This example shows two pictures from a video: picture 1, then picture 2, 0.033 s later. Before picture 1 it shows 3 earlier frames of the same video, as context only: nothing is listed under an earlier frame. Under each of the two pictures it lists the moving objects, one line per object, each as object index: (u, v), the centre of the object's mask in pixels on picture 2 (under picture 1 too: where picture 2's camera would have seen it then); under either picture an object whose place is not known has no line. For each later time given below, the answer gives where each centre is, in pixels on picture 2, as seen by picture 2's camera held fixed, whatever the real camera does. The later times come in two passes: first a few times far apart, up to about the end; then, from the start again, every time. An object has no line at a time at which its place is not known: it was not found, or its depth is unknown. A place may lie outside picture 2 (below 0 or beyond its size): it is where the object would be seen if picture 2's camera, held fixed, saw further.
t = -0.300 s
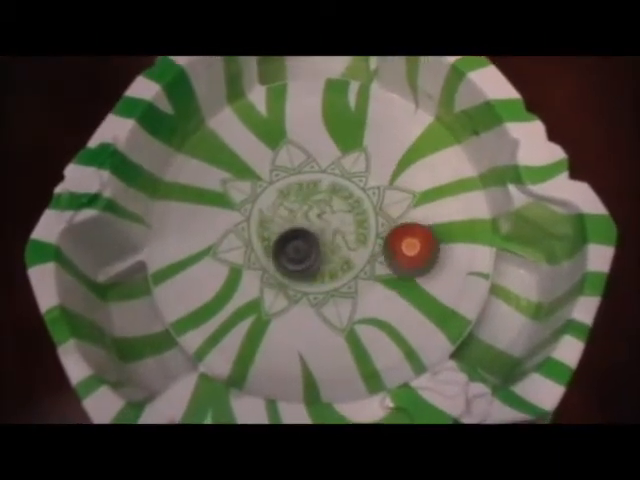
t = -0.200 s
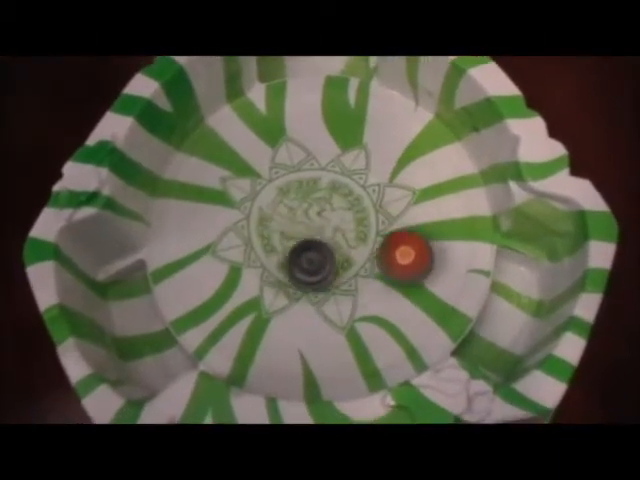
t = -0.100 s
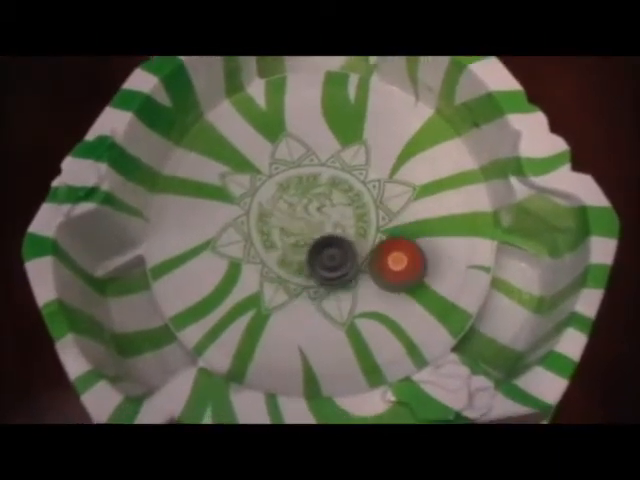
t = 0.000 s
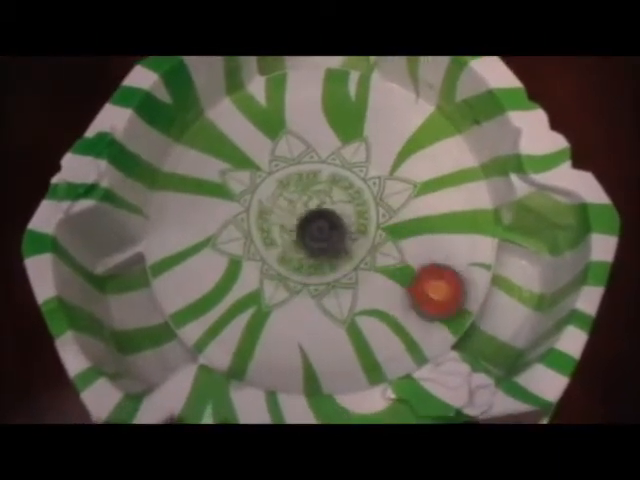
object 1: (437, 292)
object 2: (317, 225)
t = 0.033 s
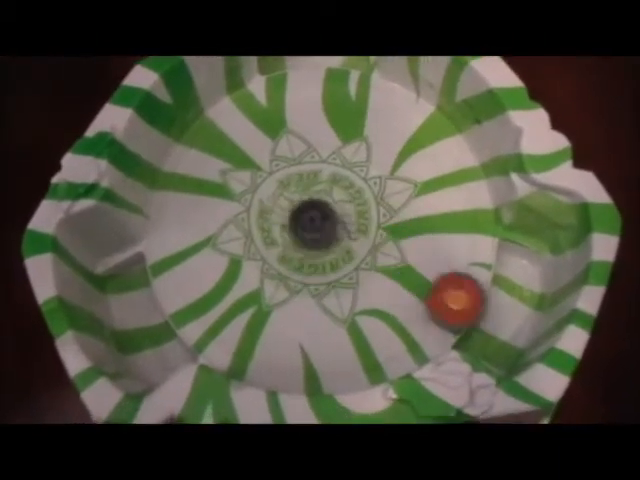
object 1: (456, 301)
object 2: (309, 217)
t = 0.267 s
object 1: (472, 304)
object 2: (272, 202)
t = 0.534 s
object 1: (457, 319)
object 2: (284, 235)
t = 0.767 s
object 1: (439, 314)
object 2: (308, 231)
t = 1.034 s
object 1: (401, 286)
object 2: (312, 192)
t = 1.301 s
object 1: (361, 283)
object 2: (292, 181)
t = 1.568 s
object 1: (346, 246)
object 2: (285, 203)
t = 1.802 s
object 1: (370, 243)
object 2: (263, 190)
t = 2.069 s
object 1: (374, 212)
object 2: (264, 209)
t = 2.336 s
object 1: (363, 158)
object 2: (288, 228)
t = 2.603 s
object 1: (326, 151)
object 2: (314, 223)
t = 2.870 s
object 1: (272, 153)
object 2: (345, 218)
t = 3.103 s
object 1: (269, 147)
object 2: (349, 192)
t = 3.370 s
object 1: (270, 147)
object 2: (318, 187)
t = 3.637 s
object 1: (282, 149)
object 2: (310, 220)
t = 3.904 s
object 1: (285, 203)
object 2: (336, 239)
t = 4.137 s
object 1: (257, 218)
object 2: (384, 207)
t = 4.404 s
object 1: (267, 246)
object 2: (344, 172)
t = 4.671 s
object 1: (313, 268)
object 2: (305, 206)
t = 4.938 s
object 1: (378, 295)
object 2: (280, 209)
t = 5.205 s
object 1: (403, 313)
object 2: (282, 231)
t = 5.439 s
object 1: (411, 312)
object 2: (305, 239)
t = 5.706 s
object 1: (408, 299)
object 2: (311, 210)
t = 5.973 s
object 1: (388, 292)
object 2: (297, 192)
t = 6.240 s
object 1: (358, 291)
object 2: (288, 202)
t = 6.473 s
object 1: (346, 259)
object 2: (304, 210)
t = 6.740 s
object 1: (374, 289)
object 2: (275, 171)
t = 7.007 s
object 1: (358, 280)
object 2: (286, 213)
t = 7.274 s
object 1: (410, 293)
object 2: (287, 163)
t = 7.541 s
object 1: (422, 296)
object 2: (275, 184)
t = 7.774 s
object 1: (416, 291)
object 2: (303, 200)
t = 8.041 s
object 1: (394, 283)
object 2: (338, 180)
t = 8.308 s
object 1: (370, 277)
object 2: (327, 176)
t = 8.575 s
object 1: (353, 242)
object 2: (332, 183)
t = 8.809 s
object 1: (334, 302)
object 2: (303, 144)
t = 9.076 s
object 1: (320, 311)
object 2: (286, 204)
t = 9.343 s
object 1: (303, 308)
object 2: (330, 228)
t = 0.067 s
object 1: (468, 308)
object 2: (300, 210)
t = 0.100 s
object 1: (471, 306)
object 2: (292, 203)
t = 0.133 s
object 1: (471, 305)
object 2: (286, 200)
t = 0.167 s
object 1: (472, 304)
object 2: (282, 199)
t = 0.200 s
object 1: (472, 304)
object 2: (277, 198)
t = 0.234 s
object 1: (472, 304)
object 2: (275, 200)
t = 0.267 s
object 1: (472, 304)
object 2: (272, 202)
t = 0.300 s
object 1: (472, 304)
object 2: (272, 205)
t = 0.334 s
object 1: (471, 305)
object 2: (271, 210)
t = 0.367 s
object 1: (470, 306)
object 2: (273, 214)
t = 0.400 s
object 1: (468, 309)
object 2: (274, 219)
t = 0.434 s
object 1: (465, 311)
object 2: (275, 224)
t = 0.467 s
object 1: (463, 314)
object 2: (278, 228)
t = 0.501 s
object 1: (460, 316)
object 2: (281, 233)
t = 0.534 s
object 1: (457, 319)
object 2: (284, 235)
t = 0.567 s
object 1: (454, 321)
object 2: (288, 238)
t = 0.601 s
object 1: (453, 321)
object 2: (292, 238)
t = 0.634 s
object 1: (451, 318)
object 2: (294, 239)
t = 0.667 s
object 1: (449, 317)
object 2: (298, 240)
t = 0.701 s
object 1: (446, 317)
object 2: (302, 239)
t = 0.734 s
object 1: (443, 317)
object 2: (304, 237)
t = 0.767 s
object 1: (439, 314)
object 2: (308, 231)
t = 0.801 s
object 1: (433, 308)
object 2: (310, 227)
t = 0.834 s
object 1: (429, 302)
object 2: (311, 222)
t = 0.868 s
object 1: (425, 297)
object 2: (313, 217)
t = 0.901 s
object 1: (420, 293)
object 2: (313, 212)
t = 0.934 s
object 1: (416, 290)
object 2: (313, 206)
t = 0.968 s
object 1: (411, 288)
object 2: (313, 202)
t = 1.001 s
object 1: (406, 287)
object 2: (313, 197)
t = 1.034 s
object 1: (401, 286)
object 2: (312, 192)
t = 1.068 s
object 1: (397, 285)
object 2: (311, 188)
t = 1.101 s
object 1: (392, 285)
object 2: (309, 184)
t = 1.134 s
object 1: (386, 285)
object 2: (307, 181)
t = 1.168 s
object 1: (379, 285)
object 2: (304, 178)
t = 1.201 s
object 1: (375, 286)
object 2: (301, 178)
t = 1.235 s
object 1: (370, 286)
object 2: (298, 178)
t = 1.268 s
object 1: (365, 285)
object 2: (295, 179)
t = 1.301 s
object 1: (361, 283)
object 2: (292, 181)
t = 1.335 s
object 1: (356, 279)
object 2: (289, 185)
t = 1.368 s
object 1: (352, 276)
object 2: (287, 189)
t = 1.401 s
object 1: (349, 270)
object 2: (285, 193)
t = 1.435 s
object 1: (347, 262)
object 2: (284, 197)
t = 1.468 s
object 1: (345, 256)
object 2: (285, 201)
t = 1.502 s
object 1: (342, 249)
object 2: (287, 204)
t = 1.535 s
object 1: (341, 245)
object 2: (288, 206)
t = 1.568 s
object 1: (346, 246)
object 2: (285, 203)
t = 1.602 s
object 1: (349, 246)
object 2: (283, 201)
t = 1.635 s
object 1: (349, 244)
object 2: (282, 200)
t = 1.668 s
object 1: (348, 241)
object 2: (282, 200)
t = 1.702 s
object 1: (346, 236)
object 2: (283, 200)
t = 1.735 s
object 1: (341, 233)
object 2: (284, 202)
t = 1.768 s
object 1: (354, 237)
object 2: (276, 196)
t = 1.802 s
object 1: (370, 243)
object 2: (263, 190)
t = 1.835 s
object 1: (381, 247)
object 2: (256, 187)
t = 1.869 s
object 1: (387, 247)
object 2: (251, 186)
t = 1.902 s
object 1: (389, 244)
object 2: (249, 187)
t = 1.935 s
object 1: (387, 239)
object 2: (250, 189)
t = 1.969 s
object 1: (385, 230)
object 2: (251, 194)
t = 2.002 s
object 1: (382, 224)
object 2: (254, 199)
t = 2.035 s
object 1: (379, 218)
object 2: (259, 203)
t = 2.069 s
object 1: (374, 212)
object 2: (264, 209)
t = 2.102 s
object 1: (370, 207)
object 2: (270, 214)
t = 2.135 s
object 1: (365, 203)
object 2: (277, 218)
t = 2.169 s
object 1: (359, 198)
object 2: (284, 220)
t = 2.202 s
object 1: (354, 194)
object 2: (292, 221)
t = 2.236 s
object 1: (349, 190)
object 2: (297, 220)
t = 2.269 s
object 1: (349, 184)
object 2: (298, 220)
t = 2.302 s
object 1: (357, 169)
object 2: (291, 226)
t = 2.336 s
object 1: (363, 158)
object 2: (288, 228)
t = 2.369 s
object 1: (365, 152)
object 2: (287, 230)
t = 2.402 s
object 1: (362, 148)
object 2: (289, 231)
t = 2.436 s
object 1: (358, 146)
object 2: (292, 232)
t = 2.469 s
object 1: (353, 144)
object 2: (296, 232)
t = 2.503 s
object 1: (348, 144)
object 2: (301, 230)
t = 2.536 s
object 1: (342, 145)
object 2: (306, 228)
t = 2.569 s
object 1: (334, 147)
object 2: (310, 226)
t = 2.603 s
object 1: (326, 151)
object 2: (314, 223)
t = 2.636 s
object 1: (320, 155)
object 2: (318, 218)
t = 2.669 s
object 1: (313, 159)
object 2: (320, 214)
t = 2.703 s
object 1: (307, 164)
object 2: (322, 211)
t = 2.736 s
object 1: (302, 168)
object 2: (325, 207)
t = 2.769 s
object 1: (292, 159)
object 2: (331, 212)
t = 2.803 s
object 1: (283, 153)
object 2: (338, 215)
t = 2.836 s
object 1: (277, 153)
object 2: (342, 218)
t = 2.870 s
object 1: (272, 153)
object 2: (345, 218)
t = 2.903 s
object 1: (270, 153)
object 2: (348, 217)
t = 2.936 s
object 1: (269, 153)
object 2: (350, 214)
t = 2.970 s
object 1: (268, 151)
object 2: (352, 210)
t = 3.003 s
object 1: (268, 149)
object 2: (353, 206)
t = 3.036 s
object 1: (268, 148)
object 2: (353, 201)
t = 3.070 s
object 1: (269, 148)
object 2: (351, 196)
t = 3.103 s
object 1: (269, 147)
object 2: (349, 192)
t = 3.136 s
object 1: (269, 146)
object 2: (347, 188)
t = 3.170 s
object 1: (269, 146)
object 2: (344, 186)
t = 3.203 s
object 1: (269, 146)
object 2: (340, 183)
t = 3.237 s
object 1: (269, 146)
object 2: (335, 182)
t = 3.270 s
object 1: (269, 147)
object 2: (331, 181)
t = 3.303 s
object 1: (270, 147)
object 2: (326, 181)
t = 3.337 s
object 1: (270, 147)
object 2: (322, 184)
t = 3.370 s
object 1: (270, 147)
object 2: (318, 187)
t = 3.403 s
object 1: (271, 147)
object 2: (316, 189)
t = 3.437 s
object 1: (273, 148)
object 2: (314, 193)
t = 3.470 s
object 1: (274, 148)
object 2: (312, 198)
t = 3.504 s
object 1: (277, 148)
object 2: (311, 202)
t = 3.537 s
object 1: (279, 147)
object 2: (311, 207)
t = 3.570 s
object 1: (281, 147)
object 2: (310, 212)
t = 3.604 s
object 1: (282, 147)
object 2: (310, 216)
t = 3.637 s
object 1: (282, 149)
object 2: (310, 220)
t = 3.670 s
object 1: (282, 154)
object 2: (311, 225)
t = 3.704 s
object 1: (280, 161)
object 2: (313, 229)
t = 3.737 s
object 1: (280, 169)
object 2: (316, 233)
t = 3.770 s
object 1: (280, 177)
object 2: (319, 235)
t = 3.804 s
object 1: (280, 184)
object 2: (324, 237)
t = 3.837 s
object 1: (281, 191)
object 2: (328, 239)
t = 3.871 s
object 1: (283, 197)
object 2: (333, 240)
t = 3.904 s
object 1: (285, 203)
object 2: (336, 239)
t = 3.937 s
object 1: (287, 208)
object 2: (340, 236)
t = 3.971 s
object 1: (291, 212)
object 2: (344, 232)
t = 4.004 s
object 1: (295, 216)
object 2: (347, 227)
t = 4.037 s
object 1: (299, 220)
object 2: (349, 222)
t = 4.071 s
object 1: (293, 222)
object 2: (357, 218)
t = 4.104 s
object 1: (273, 220)
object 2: (372, 214)
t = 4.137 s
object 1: (257, 218)
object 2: (384, 207)
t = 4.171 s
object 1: (246, 218)
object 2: (388, 202)
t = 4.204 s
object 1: (239, 218)
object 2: (389, 196)
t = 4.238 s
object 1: (239, 220)
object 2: (386, 189)
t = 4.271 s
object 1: (241, 225)
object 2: (379, 184)
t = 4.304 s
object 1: (246, 231)
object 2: (372, 179)
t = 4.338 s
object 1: (252, 236)
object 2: (362, 175)
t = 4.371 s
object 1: (260, 241)
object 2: (353, 173)
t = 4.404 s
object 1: (267, 246)
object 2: (344, 172)
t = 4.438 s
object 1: (273, 250)
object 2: (336, 172)
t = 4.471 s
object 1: (279, 254)
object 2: (328, 175)
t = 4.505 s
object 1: (285, 257)
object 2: (322, 179)
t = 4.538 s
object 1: (291, 260)
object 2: (316, 184)
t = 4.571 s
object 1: (296, 263)
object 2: (313, 190)
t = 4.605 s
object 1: (301, 262)
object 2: (309, 197)
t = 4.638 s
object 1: (307, 264)
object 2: (307, 203)
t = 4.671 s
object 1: (313, 268)
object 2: (305, 206)
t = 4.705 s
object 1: (319, 273)
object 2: (305, 207)
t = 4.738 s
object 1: (323, 275)
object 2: (303, 211)
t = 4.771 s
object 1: (330, 275)
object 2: (301, 215)
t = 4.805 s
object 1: (334, 273)
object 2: (301, 218)
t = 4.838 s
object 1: (339, 271)
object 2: (299, 224)
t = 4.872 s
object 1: (353, 279)
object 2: (292, 219)
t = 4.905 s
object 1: (367, 288)
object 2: (285, 213)
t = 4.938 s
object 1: (378, 295)
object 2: (280, 209)
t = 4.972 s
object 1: (385, 301)
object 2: (277, 208)
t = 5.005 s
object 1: (389, 305)
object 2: (275, 208)
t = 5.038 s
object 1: (393, 307)
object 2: (274, 210)
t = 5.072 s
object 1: (395, 309)
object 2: (274, 213)
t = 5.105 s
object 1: (397, 310)
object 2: (275, 217)
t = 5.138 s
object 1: (399, 311)
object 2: (277, 222)
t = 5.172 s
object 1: (401, 312)
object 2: (278, 227)
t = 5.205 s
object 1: (403, 313)
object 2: (282, 231)
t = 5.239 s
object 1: (404, 314)
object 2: (285, 234)
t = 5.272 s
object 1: (405, 314)
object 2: (287, 237)
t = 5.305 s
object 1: (406, 314)
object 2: (291, 238)
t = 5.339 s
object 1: (407, 313)
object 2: (294, 240)
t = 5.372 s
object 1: (408, 313)
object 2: (298, 241)
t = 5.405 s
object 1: (410, 313)
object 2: (301, 241)
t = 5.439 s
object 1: (411, 312)
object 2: (305, 239)
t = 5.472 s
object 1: (411, 310)
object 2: (307, 236)
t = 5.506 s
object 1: (412, 308)
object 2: (310, 232)
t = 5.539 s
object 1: (412, 307)
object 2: (311, 228)
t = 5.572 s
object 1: (412, 305)
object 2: (312, 224)
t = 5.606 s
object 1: (412, 304)
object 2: (313, 220)
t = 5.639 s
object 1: (411, 302)
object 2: (313, 217)
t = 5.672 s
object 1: (409, 300)
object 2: (313, 213)
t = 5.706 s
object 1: (408, 299)
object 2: (311, 210)
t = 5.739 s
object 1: (406, 298)
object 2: (311, 207)
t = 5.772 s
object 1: (404, 296)
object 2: (309, 204)
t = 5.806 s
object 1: (402, 295)
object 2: (307, 201)
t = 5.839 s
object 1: (400, 294)
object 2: (306, 199)
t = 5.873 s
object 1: (397, 293)
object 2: (304, 196)
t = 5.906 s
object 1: (394, 293)
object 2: (302, 195)
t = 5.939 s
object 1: (392, 293)
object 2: (300, 194)
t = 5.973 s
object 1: (388, 292)
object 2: (297, 192)
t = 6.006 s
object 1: (384, 293)
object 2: (296, 191)
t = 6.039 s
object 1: (380, 293)
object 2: (293, 191)
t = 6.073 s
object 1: (377, 293)
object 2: (292, 191)
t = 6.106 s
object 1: (373, 293)
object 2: (291, 192)
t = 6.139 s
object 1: (369, 293)
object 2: (290, 195)
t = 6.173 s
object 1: (365, 293)
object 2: (288, 197)
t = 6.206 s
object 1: (362, 292)
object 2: (288, 199)
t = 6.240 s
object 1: (358, 291)
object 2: (288, 202)
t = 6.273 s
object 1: (356, 289)
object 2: (289, 204)
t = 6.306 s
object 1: (353, 287)
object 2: (290, 206)
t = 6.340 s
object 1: (350, 284)
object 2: (292, 208)
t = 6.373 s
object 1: (347, 280)
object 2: (294, 209)
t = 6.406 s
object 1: (346, 274)
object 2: (297, 210)
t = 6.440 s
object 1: (346, 267)
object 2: (300, 211)
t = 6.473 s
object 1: (346, 259)
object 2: (304, 210)
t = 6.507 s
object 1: (354, 265)
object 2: (302, 199)
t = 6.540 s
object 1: (366, 274)
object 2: (296, 186)
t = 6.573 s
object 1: (374, 279)
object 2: (291, 177)
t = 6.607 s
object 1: (377, 283)
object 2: (287, 170)
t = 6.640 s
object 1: (379, 285)
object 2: (283, 167)
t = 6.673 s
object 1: (378, 286)
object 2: (281, 166)
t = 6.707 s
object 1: (377, 288)
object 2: (278, 167)
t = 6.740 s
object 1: (374, 289)
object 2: (275, 171)
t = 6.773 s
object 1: (372, 289)
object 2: (272, 175)
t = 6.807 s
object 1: (369, 289)
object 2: (271, 181)
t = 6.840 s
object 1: (367, 289)
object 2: (270, 187)
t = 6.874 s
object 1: (365, 288)
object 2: (270, 193)
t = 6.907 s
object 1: (363, 287)
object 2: (272, 199)
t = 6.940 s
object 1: (361, 285)
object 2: (276, 204)
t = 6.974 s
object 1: (359, 283)
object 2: (280, 209)
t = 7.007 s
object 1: (358, 280)
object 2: (286, 213)
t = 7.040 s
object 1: (356, 275)
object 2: (291, 216)
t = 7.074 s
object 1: (356, 269)
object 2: (298, 216)
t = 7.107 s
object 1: (355, 261)
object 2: (305, 215)
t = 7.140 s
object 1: (358, 259)
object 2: (307, 212)
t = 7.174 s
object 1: (376, 268)
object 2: (300, 198)
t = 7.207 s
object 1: (391, 278)
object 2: (295, 181)
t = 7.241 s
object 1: (402, 286)
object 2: (291, 170)
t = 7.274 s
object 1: (410, 293)
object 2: (287, 163)
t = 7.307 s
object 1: (415, 297)
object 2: (284, 160)
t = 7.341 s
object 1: (418, 299)
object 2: (280, 158)
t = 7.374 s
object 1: (419, 299)
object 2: (279, 159)
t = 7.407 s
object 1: (420, 299)
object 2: (278, 163)
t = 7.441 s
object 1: (421, 299)
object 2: (276, 168)
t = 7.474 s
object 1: (421, 298)
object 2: (275, 172)
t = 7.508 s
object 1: (422, 297)
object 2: (274, 178)
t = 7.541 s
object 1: (422, 296)
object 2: (275, 184)
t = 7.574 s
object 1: (422, 296)
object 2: (276, 189)
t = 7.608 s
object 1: (422, 295)
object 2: (280, 193)
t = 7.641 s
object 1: (421, 294)
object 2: (284, 196)
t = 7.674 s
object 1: (420, 293)
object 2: (288, 199)
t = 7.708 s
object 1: (419, 292)
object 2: (292, 201)
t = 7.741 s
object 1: (417, 292)
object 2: (297, 202)
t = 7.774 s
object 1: (416, 291)
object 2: (303, 200)
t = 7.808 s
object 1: (414, 290)
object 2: (308, 199)
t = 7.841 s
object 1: (412, 289)
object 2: (314, 197)
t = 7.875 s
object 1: (408, 287)
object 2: (319, 194)
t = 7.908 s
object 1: (406, 286)
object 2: (324, 192)
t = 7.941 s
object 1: (403, 286)
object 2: (329, 190)
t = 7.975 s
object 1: (400, 285)
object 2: (333, 186)
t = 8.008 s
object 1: (397, 284)
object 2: (335, 184)
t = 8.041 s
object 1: (394, 283)
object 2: (338, 180)
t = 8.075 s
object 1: (391, 283)
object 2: (338, 179)
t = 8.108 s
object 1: (387, 283)
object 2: (337, 176)
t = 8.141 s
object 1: (384, 282)
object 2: (335, 175)
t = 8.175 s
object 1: (380, 282)
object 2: (333, 174)
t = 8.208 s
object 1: (377, 282)
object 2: (331, 174)
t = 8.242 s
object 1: (374, 281)
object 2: (330, 174)
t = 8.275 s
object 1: (372, 280)
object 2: (329, 174)
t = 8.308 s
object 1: (370, 277)
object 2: (327, 176)
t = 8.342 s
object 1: (366, 274)
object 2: (327, 177)
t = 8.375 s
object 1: (364, 271)
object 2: (326, 180)
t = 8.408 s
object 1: (362, 264)
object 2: (327, 183)
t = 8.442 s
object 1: (359, 257)
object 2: (329, 185)
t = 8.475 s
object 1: (357, 250)
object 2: (330, 188)
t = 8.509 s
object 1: (356, 245)
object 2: (331, 188)
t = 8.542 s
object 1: (355, 244)
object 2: (332, 185)
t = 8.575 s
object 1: (353, 242)
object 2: (332, 183)
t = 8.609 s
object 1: (350, 240)
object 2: (332, 181)
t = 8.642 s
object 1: (348, 259)
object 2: (329, 163)
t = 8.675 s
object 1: (346, 276)
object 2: (326, 151)
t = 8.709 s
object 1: (343, 288)
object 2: (322, 142)
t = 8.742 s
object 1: (339, 296)
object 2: (317, 139)
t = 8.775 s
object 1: (336, 300)
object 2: (311, 140)
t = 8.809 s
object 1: (334, 302)
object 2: (303, 144)
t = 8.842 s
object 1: (332, 303)
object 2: (297, 150)
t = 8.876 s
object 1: (331, 305)
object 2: (292, 158)
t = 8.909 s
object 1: (329, 307)
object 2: (288, 164)
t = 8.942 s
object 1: (328, 307)
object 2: (284, 173)
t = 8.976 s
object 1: (326, 308)
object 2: (282, 182)
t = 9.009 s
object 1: (324, 309)
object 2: (282, 190)
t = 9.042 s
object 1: (322, 310)
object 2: (283, 197)
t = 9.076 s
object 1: (320, 311)
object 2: (286, 204)
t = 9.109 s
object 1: (318, 311)
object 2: (290, 210)
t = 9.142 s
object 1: (315, 311)
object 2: (295, 214)
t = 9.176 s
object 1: (313, 311)
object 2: (300, 219)
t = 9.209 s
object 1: (311, 310)
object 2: (306, 221)
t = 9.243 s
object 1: (310, 310)
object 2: (312, 225)
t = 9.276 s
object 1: (307, 310)
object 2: (318, 227)
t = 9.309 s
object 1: (305, 309)
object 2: (324, 228)
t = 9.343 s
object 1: (303, 308)
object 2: (330, 228)
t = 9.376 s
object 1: (302, 307)
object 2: (335, 227)
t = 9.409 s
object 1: (300, 306)
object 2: (340, 227)
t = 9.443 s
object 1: (298, 304)
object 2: (344, 225)
